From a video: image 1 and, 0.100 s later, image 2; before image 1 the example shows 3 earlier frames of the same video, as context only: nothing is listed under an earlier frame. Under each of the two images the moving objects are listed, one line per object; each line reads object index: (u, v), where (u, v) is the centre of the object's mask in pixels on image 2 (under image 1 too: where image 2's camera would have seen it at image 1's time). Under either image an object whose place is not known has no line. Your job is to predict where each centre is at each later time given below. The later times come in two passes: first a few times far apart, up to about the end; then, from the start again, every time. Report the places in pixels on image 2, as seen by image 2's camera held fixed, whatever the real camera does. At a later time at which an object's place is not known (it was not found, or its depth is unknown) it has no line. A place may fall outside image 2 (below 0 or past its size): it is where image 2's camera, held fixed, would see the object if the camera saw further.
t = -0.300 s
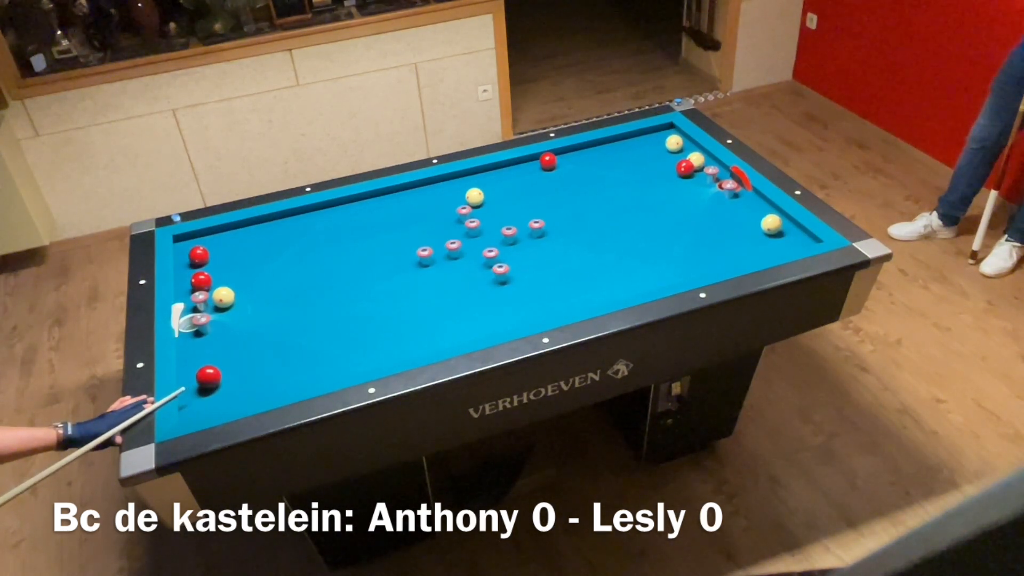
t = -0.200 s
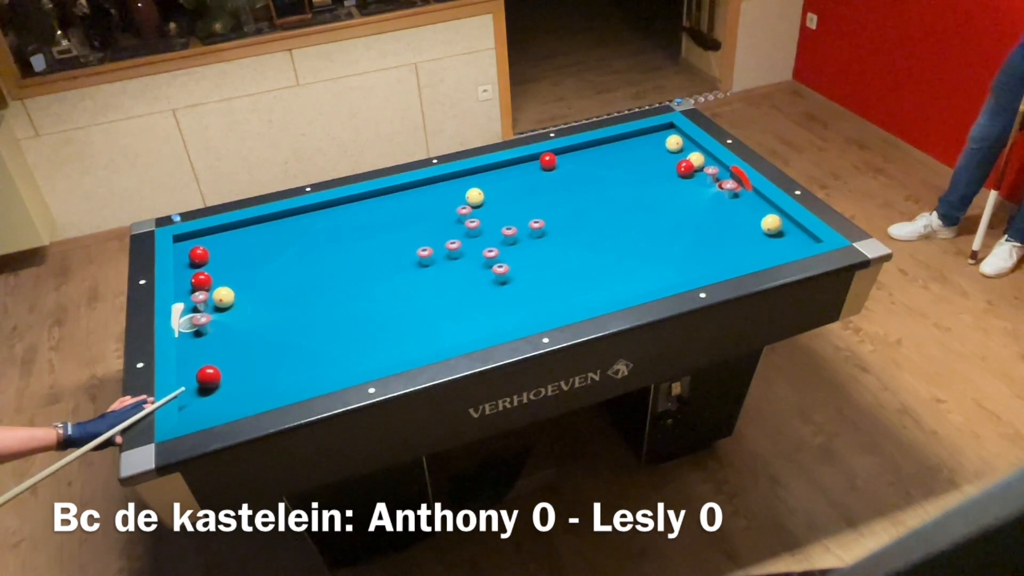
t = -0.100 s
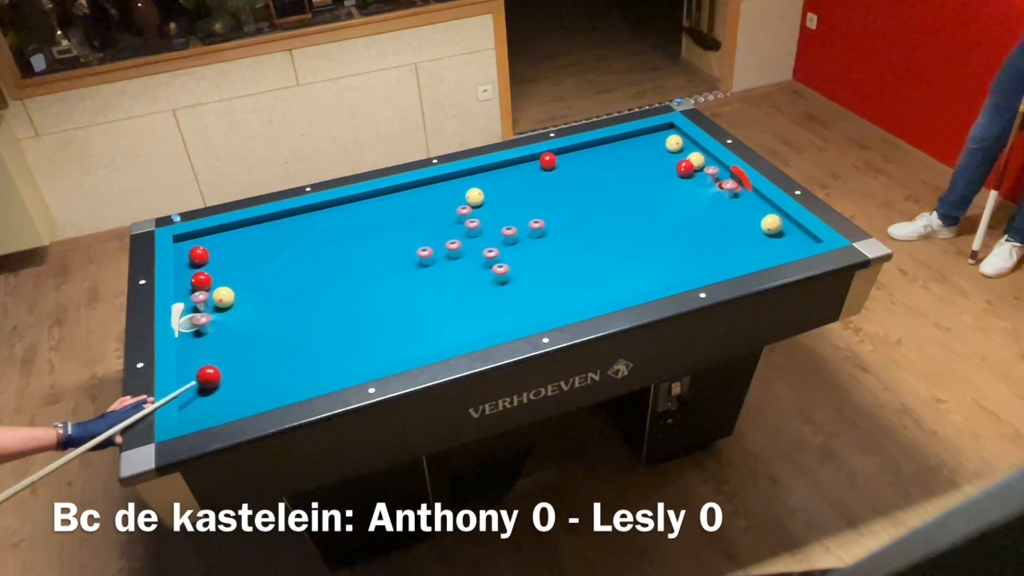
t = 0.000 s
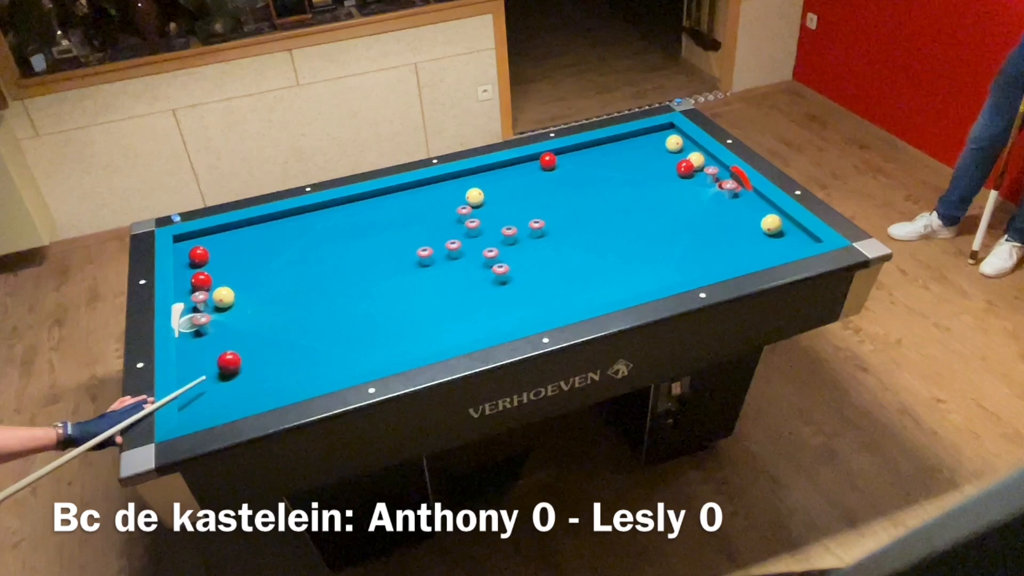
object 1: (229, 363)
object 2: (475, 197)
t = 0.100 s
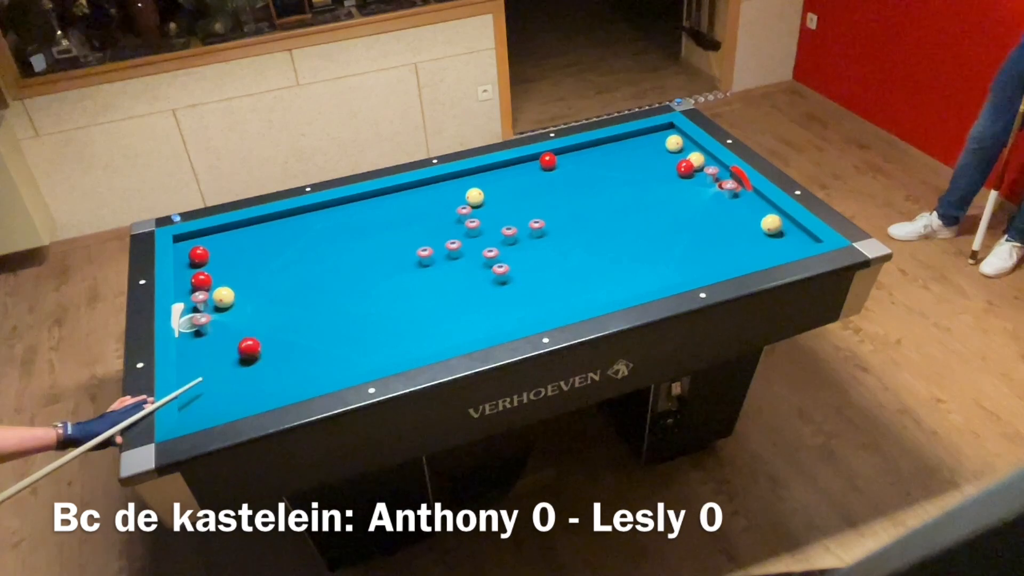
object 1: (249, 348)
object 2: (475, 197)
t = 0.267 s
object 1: (281, 326)
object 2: (475, 197)
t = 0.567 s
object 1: (333, 290)
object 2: (475, 197)
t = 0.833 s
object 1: (373, 262)
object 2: (475, 197)
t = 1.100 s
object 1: (410, 236)
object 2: (475, 197)
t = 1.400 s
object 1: (446, 210)
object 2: (475, 197)
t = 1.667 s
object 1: (458, 196)
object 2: (490, 192)
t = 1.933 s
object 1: (459, 186)
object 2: (512, 185)
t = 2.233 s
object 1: (461, 178)
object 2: (535, 178)
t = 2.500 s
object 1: (467, 181)
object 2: (554, 172)
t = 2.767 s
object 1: (473, 184)
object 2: (572, 167)
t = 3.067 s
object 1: (479, 187)
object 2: (590, 161)
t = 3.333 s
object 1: (483, 190)
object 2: (606, 156)
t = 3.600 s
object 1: (487, 192)
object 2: (620, 151)
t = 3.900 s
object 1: (491, 195)
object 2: (635, 147)
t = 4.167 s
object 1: (493, 196)
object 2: (647, 143)
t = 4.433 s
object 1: (495, 197)
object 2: (657, 139)
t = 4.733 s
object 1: (497, 198)
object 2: (667, 134)
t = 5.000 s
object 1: (497, 198)
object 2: (674, 130)
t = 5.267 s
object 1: (498, 198)
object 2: (668, 131)
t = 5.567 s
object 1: (498, 199)
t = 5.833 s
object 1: (498, 198)
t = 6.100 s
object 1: (498, 199)
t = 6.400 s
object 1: (498, 198)
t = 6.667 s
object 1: (498, 198)
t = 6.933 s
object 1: (498, 198)
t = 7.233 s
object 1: (498, 198)
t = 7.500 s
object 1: (498, 198)
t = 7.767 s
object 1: (498, 198)
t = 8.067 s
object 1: (498, 198)
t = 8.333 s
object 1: (498, 198)
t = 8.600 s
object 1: (498, 198)
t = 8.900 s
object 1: (498, 198)
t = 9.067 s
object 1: (498, 198)
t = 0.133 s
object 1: (256, 344)
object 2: (475, 197)
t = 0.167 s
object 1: (262, 340)
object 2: (475, 197)
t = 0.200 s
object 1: (269, 335)
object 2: (475, 197)
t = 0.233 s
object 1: (275, 331)
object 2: (475, 197)
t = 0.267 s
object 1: (281, 326)
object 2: (475, 197)
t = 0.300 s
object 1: (288, 322)
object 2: (475, 197)
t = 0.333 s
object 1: (293, 318)
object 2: (475, 197)
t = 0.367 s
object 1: (299, 314)
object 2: (475, 197)
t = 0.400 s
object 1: (305, 310)
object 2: (475, 197)
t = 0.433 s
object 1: (311, 305)
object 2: (475, 197)
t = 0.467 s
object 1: (316, 301)
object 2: (475, 197)
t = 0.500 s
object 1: (322, 298)
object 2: (475, 197)
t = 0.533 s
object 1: (327, 294)
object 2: (475, 197)
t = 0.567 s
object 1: (333, 290)
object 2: (475, 197)
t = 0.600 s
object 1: (338, 286)
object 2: (475, 197)
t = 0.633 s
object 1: (343, 283)
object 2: (475, 197)
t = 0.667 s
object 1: (348, 279)
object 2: (475, 197)
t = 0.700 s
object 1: (354, 275)
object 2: (475, 197)
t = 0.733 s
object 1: (359, 272)
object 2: (475, 197)
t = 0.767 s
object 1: (364, 269)
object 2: (475, 197)
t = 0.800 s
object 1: (369, 265)
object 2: (475, 197)
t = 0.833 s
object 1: (373, 262)
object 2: (475, 197)
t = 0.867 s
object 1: (378, 258)
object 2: (475, 197)
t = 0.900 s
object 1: (383, 255)
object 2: (475, 197)
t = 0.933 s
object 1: (387, 252)
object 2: (475, 197)
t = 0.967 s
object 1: (392, 249)
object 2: (475, 197)
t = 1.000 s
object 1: (396, 246)
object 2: (475, 197)
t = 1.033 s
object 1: (401, 243)
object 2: (475, 197)
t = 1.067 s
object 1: (405, 239)
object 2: (475, 197)
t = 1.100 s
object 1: (410, 236)
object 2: (475, 197)
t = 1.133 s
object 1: (414, 233)
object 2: (475, 197)
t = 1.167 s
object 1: (418, 230)
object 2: (475, 197)
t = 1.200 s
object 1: (422, 227)
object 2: (475, 197)
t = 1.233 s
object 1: (426, 225)
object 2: (475, 197)
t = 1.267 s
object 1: (431, 222)
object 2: (475, 197)
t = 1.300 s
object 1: (434, 219)
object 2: (475, 197)
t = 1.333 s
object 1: (438, 217)
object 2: (475, 197)
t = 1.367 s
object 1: (442, 213)
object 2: (475, 197)
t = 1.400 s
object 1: (446, 210)
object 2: (475, 197)
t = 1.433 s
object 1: (449, 208)
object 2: (475, 197)
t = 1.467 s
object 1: (453, 204)
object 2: (475, 197)
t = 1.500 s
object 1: (456, 201)
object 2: (475, 197)
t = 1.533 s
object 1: (457, 200)
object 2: (478, 196)
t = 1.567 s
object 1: (457, 199)
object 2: (482, 195)
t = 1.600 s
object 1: (457, 198)
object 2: (485, 194)
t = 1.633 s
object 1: (457, 197)
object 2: (487, 193)
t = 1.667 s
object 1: (458, 196)
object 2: (490, 192)
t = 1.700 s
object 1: (458, 195)
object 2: (493, 192)
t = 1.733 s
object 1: (458, 193)
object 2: (496, 191)
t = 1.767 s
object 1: (458, 192)
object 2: (499, 190)
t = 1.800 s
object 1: (458, 191)
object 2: (501, 189)
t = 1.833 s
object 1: (458, 189)
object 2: (504, 188)
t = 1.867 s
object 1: (459, 188)
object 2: (507, 187)
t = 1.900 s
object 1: (458, 187)
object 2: (509, 186)
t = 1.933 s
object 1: (459, 186)
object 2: (512, 185)
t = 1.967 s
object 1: (459, 184)
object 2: (515, 185)
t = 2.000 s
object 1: (459, 183)
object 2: (517, 184)
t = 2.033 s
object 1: (459, 181)
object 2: (520, 183)
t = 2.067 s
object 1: (459, 181)
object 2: (523, 182)
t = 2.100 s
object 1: (459, 179)
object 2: (525, 181)
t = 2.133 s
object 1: (459, 178)
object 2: (528, 181)
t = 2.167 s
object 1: (459, 177)
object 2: (530, 180)
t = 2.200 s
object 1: (460, 177)
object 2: (533, 179)
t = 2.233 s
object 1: (461, 178)
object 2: (535, 178)
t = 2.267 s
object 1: (462, 178)
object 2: (538, 178)
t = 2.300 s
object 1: (462, 178)
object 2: (540, 177)
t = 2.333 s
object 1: (463, 179)
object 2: (542, 176)
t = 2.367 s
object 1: (464, 179)
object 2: (545, 175)
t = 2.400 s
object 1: (465, 179)
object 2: (547, 174)
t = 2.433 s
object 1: (466, 180)
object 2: (549, 174)
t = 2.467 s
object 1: (466, 180)
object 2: (552, 173)
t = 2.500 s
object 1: (467, 181)
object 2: (554, 172)
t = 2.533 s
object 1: (468, 181)
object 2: (556, 171)
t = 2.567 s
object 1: (469, 181)
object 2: (559, 171)
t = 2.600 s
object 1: (470, 182)
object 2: (561, 170)
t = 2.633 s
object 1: (470, 182)
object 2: (563, 169)
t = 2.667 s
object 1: (471, 183)
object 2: (565, 169)
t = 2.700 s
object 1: (472, 183)
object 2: (567, 168)
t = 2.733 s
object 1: (472, 183)
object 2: (570, 167)
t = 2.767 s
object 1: (473, 184)
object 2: (572, 167)
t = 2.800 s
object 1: (474, 185)
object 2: (574, 166)
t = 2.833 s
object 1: (474, 185)
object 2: (576, 165)
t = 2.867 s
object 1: (475, 185)
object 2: (578, 164)
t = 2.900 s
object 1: (476, 186)
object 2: (580, 164)
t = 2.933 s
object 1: (476, 186)
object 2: (582, 163)
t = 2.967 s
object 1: (477, 186)
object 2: (584, 162)
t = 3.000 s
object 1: (478, 187)
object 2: (586, 162)
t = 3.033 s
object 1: (478, 187)
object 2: (588, 161)
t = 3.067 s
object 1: (479, 187)
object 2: (590, 161)
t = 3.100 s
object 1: (479, 188)
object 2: (592, 160)
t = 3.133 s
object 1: (480, 188)
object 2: (594, 159)
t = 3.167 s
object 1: (481, 188)
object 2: (596, 159)
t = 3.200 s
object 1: (481, 189)
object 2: (598, 158)
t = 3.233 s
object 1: (482, 189)
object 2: (600, 158)
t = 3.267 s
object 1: (482, 189)
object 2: (602, 157)
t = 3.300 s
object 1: (483, 190)
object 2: (604, 156)
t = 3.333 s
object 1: (483, 190)
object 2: (606, 156)
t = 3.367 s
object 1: (484, 190)
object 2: (608, 155)
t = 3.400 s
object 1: (484, 191)
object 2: (609, 155)
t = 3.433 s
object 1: (485, 191)
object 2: (611, 154)
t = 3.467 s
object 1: (485, 191)
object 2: (613, 154)
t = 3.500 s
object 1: (486, 192)
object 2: (615, 153)
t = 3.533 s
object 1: (486, 192)
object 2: (616, 153)
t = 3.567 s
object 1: (487, 192)
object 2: (618, 152)
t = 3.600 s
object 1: (487, 192)
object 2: (620, 151)
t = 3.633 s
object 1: (488, 193)
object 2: (622, 151)
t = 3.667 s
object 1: (488, 193)
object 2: (623, 150)
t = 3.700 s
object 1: (488, 193)
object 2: (625, 150)
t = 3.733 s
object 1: (489, 193)
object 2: (627, 149)
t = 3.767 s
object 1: (489, 194)
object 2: (628, 149)
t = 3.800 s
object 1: (490, 194)
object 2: (630, 148)
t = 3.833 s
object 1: (490, 194)
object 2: (632, 148)
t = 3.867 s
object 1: (491, 194)
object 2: (633, 147)
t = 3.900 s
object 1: (491, 195)
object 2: (635, 147)
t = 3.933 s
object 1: (491, 195)
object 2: (636, 146)
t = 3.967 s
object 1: (492, 195)
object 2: (638, 146)
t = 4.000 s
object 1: (492, 195)
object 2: (639, 145)
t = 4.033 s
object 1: (492, 195)
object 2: (641, 145)
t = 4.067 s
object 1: (492, 196)
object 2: (642, 144)
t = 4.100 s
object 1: (493, 196)
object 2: (644, 144)
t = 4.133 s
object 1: (493, 196)
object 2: (645, 143)
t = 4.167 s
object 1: (493, 196)
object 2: (647, 143)
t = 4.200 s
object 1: (493, 196)
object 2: (648, 143)
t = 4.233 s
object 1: (494, 196)
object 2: (649, 142)
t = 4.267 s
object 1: (494, 197)
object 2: (651, 142)
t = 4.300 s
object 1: (494, 197)
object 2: (652, 141)
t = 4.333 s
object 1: (494, 197)
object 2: (654, 141)
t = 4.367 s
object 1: (495, 197)
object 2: (655, 140)
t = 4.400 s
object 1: (495, 197)
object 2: (656, 140)
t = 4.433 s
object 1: (495, 197)
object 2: (657, 139)
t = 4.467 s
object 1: (495, 197)
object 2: (659, 139)
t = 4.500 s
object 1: (495, 198)
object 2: (660, 138)
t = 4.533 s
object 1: (496, 198)
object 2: (661, 138)
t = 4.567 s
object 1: (496, 198)
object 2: (662, 137)
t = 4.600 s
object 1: (496, 198)
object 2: (663, 136)
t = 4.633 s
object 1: (496, 198)
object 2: (664, 136)
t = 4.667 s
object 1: (496, 198)
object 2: (665, 135)
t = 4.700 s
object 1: (496, 198)
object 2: (666, 134)
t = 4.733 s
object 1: (497, 198)
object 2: (667, 134)
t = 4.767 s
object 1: (497, 198)
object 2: (668, 133)
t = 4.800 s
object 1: (497, 198)
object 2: (669, 132)
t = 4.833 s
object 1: (497, 198)
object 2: (670, 132)
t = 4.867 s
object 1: (497, 198)
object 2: (671, 131)
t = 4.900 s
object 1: (497, 198)
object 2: (673, 131)
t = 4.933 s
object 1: (497, 198)
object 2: (674, 131)
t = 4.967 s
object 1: (497, 198)
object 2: (675, 130)
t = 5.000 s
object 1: (497, 198)
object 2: (674, 130)
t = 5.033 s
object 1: (497, 199)
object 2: (674, 130)
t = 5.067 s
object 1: (497, 198)
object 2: (673, 131)
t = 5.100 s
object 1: (498, 198)
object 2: (672, 131)
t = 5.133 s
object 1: (498, 198)
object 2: (671, 131)
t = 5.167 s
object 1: (498, 198)
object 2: (671, 131)
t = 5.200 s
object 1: (498, 198)
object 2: (670, 131)
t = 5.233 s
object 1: (498, 198)
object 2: (669, 131)
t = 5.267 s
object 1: (498, 198)
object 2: (668, 131)
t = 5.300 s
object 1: (498, 198)
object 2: (668, 131)
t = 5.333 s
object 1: (498, 198)
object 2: (667, 132)
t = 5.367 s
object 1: (498, 198)
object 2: (666, 132)
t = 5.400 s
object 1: (498, 198)
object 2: (666, 132)
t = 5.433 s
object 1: (498, 198)
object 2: (665, 132)
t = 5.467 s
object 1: (498, 198)
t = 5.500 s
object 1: (498, 198)
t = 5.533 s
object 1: (498, 198)
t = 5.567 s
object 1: (498, 199)
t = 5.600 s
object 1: (498, 198)
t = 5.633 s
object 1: (498, 198)
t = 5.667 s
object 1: (498, 198)
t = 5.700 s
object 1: (498, 198)
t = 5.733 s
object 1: (498, 198)
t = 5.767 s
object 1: (498, 198)
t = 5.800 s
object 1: (498, 198)
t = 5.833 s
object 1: (498, 198)
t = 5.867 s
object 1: (498, 198)
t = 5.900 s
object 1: (498, 198)
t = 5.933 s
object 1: (498, 198)
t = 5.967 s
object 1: (498, 198)
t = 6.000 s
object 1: (497, 199)
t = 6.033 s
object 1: (497, 199)
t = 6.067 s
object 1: (497, 198)
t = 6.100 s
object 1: (498, 199)
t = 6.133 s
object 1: (498, 198)
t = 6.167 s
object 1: (498, 198)
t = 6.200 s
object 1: (497, 198)
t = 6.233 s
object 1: (498, 198)
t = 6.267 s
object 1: (497, 198)
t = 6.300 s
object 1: (498, 198)
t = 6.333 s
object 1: (498, 198)
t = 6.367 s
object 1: (498, 198)
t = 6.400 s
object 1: (498, 198)
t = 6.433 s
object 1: (498, 198)
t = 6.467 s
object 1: (498, 199)
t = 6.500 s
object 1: (498, 198)
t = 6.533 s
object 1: (498, 198)
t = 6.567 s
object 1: (498, 198)
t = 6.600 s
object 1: (498, 198)
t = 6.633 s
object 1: (498, 198)
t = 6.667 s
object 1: (498, 198)
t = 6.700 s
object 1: (498, 198)
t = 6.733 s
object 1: (498, 198)
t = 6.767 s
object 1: (498, 198)
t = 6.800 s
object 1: (498, 198)
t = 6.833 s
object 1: (498, 198)
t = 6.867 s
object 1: (498, 198)
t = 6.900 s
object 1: (498, 198)
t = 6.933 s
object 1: (498, 198)
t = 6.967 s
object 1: (498, 198)
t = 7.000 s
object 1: (498, 198)
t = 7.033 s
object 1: (498, 198)
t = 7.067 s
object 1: (498, 198)
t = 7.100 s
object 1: (498, 198)
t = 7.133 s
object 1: (498, 198)
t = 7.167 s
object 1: (498, 198)
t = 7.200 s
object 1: (498, 198)
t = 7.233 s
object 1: (498, 198)
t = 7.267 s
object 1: (498, 198)
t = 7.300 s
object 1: (498, 198)
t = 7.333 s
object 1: (498, 198)
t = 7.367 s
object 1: (498, 198)
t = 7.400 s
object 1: (498, 198)
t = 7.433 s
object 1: (498, 198)
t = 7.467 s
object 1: (498, 198)
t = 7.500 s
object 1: (498, 198)
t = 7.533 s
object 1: (498, 198)
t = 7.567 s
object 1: (498, 198)
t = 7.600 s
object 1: (498, 198)
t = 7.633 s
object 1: (498, 198)
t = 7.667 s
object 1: (498, 198)
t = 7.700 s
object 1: (498, 198)
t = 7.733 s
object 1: (498, 198)
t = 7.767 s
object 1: (498, 198)
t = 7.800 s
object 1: (498, 198)
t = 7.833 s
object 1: (498, 198)
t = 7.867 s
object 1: (498, 198)
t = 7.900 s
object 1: (498, 198)
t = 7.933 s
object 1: (498, 198)
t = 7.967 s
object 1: (498, 198)
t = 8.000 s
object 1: (498, 198)
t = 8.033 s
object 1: (498, 198)
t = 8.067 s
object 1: (498, 198)
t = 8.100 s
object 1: (498, 198)
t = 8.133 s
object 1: (498, 198)
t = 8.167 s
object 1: (498, 198)
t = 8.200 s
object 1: (498, 198)
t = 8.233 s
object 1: (498, 198)
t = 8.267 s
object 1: (498, 198)
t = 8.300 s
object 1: (498, 198)
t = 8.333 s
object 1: (498, 198)
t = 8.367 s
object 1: (498, 198)
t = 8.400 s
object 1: (498, 198)
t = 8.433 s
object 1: (498, 198)
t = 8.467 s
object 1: (498, 198)
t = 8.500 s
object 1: (498, 198)
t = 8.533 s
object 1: (498, 198)
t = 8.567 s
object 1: (498, 198)
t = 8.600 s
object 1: (498, 198)
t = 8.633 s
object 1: (498, 198)
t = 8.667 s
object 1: (498, 198)
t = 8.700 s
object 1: (498, 198)
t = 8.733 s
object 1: (498, 199)
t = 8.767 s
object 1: (498, 198)
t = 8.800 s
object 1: (498, 199)
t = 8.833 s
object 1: (498, 198)
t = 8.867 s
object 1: (498, 198)
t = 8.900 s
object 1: (498, 198)
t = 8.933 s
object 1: (498, 198)
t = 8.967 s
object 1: (498, 198)
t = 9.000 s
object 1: (498, 198)
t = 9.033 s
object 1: (498, 198)
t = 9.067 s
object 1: (498, 198)
